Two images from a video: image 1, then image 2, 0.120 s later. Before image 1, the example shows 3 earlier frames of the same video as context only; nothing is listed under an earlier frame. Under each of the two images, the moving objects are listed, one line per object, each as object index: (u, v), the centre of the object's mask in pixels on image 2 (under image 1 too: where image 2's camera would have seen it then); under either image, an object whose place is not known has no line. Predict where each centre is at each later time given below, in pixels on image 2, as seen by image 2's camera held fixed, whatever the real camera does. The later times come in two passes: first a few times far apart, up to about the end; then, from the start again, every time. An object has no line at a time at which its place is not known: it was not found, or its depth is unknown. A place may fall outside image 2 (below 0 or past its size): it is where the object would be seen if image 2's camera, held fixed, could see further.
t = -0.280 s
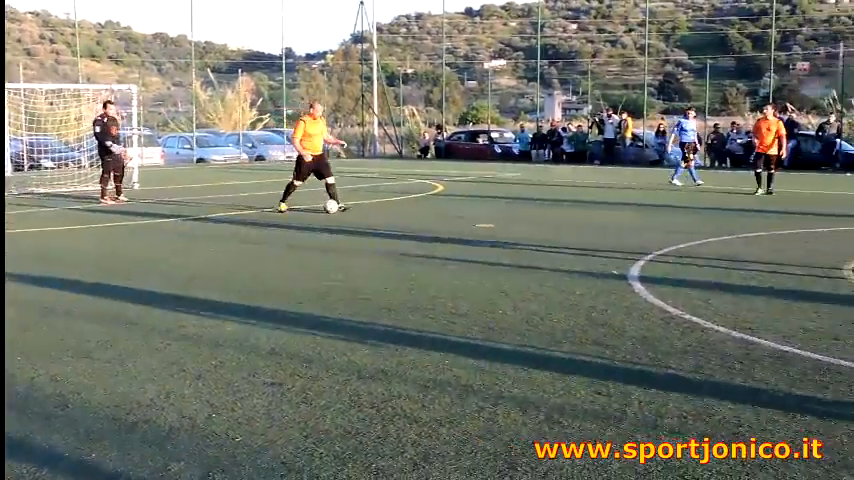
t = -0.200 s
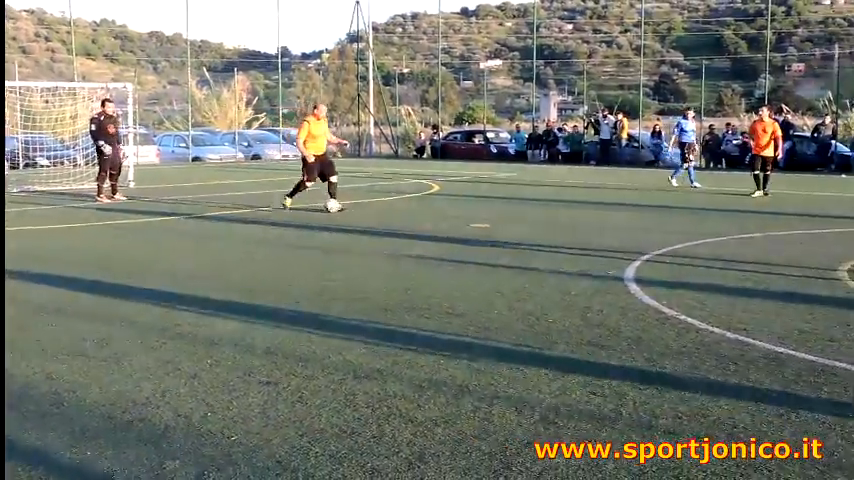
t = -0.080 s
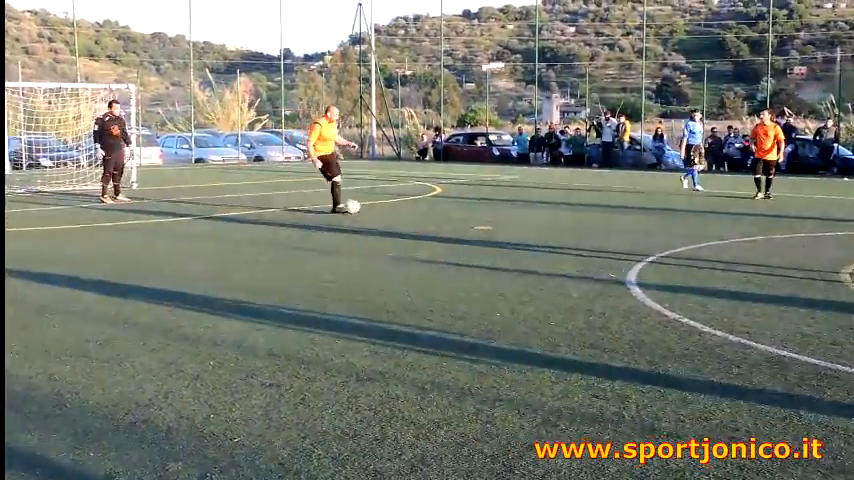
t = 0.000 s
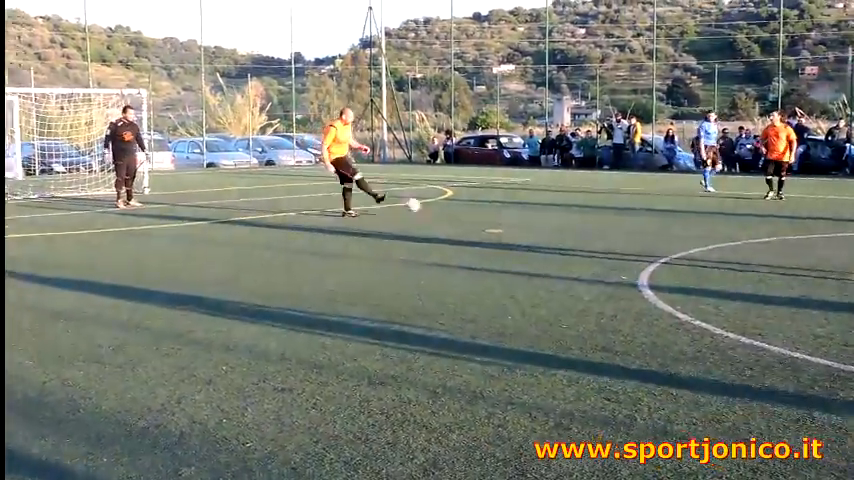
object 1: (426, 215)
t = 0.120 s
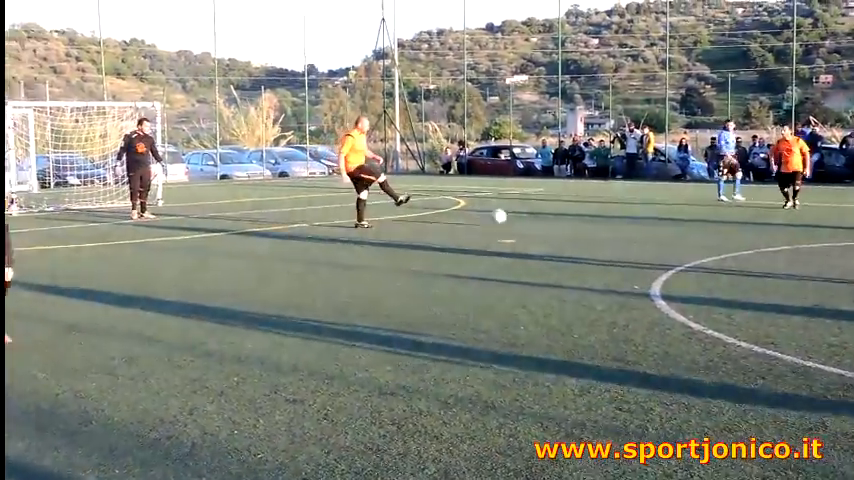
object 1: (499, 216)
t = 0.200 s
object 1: (546, 218)
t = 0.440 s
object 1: (664, 216)
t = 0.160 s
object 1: (524, 218)
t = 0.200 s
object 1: (546, 218)
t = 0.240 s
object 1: (566, 217)
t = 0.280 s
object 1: (587, 217)
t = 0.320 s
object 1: (607, 217)
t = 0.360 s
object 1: (626, 216)
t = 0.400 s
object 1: (645, 216)
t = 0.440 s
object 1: (664, 216)
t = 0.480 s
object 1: (681, 215)
